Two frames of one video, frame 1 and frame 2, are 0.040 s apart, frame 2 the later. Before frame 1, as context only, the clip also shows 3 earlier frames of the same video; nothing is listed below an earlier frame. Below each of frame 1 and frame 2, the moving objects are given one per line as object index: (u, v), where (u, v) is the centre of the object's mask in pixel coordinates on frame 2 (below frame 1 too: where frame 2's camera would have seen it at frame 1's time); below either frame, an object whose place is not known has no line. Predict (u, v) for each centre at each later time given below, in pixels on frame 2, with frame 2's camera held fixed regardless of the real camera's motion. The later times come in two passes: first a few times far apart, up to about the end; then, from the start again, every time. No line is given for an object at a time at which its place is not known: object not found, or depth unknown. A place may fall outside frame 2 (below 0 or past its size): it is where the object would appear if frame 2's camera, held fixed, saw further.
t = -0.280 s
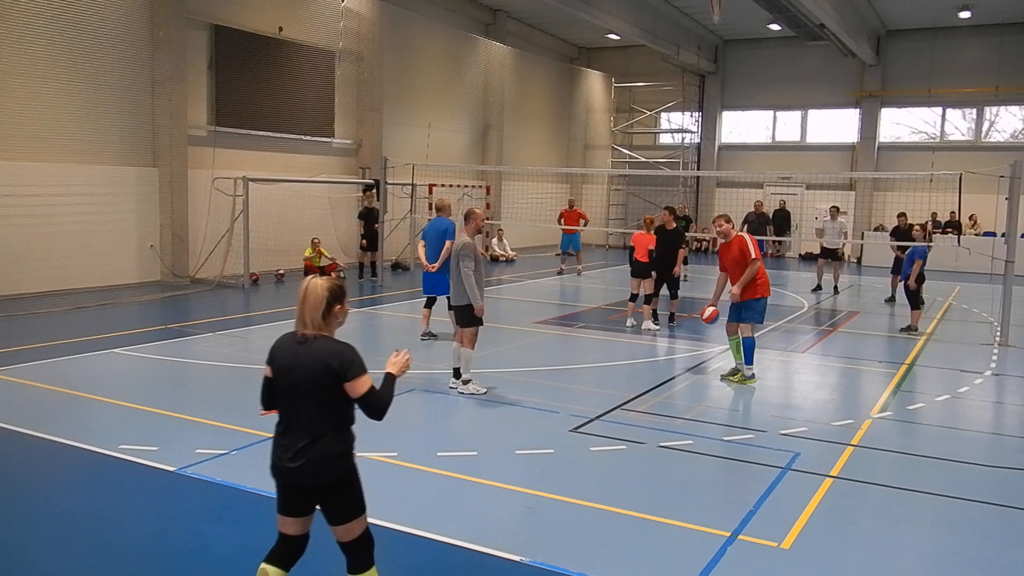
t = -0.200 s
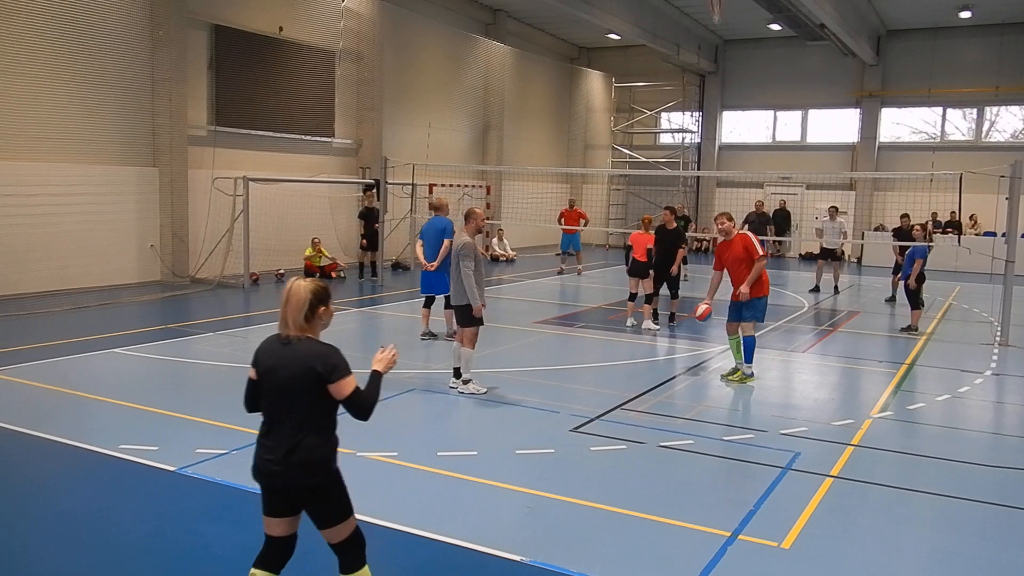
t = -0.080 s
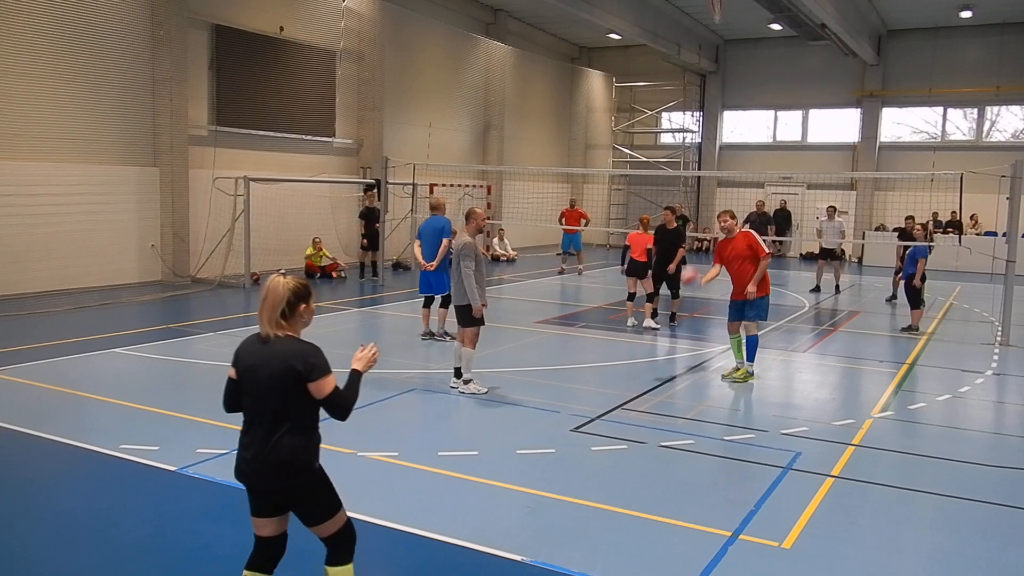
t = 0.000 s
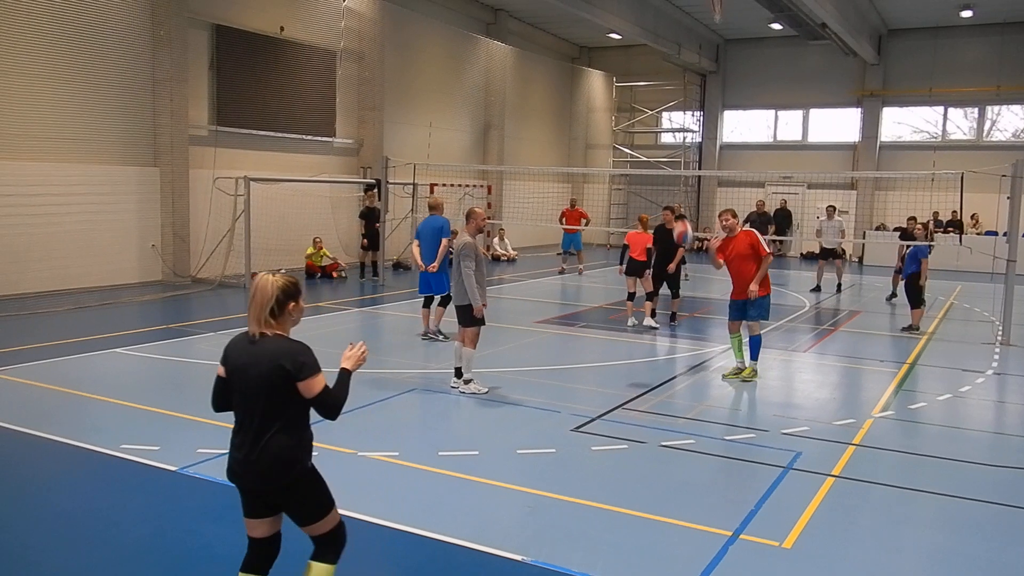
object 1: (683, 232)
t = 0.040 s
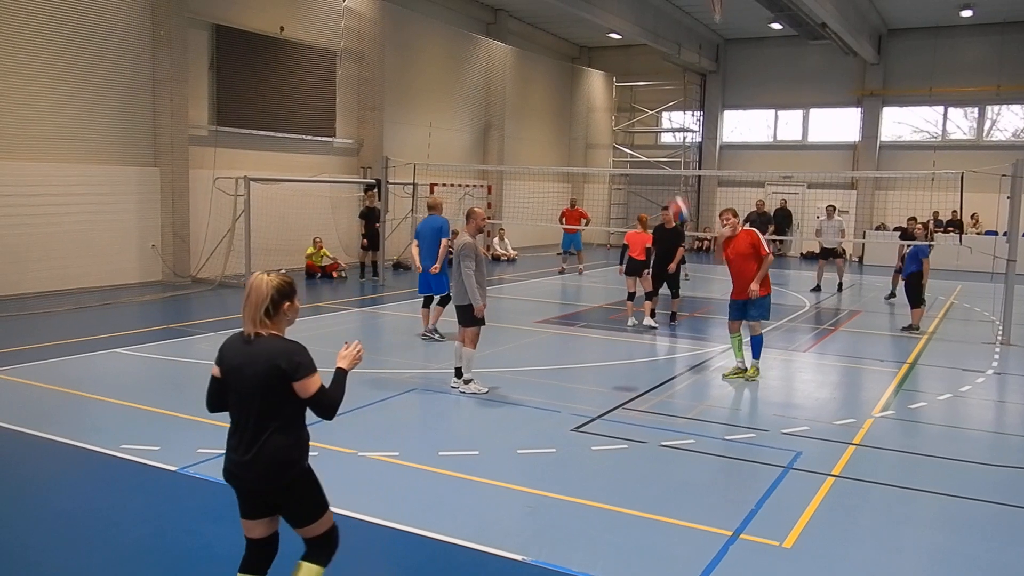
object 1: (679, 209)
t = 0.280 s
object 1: (648, 92)
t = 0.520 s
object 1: (605, 18)
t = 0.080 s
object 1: (674, 187)
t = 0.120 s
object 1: (670, 166)
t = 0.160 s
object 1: (665, 147)
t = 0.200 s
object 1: (657, 126)
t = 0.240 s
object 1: (653, 107)
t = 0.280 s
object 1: (648, 92)
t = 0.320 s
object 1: (641, 74)
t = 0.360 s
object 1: (635, 60)
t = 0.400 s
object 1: (628, 48)
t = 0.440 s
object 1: (620, 36)
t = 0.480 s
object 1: (613, 26)
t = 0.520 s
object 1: (605, 18)
